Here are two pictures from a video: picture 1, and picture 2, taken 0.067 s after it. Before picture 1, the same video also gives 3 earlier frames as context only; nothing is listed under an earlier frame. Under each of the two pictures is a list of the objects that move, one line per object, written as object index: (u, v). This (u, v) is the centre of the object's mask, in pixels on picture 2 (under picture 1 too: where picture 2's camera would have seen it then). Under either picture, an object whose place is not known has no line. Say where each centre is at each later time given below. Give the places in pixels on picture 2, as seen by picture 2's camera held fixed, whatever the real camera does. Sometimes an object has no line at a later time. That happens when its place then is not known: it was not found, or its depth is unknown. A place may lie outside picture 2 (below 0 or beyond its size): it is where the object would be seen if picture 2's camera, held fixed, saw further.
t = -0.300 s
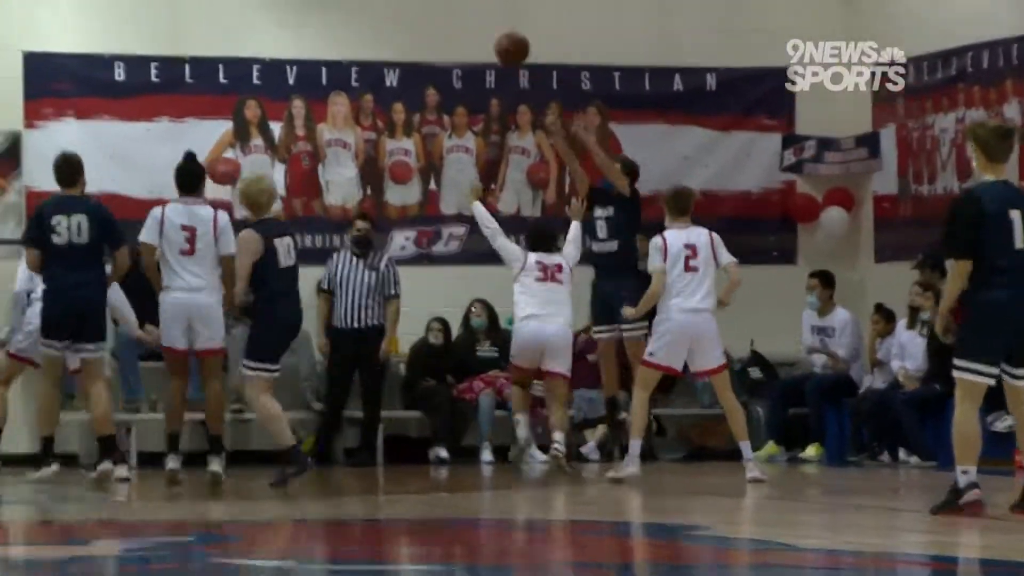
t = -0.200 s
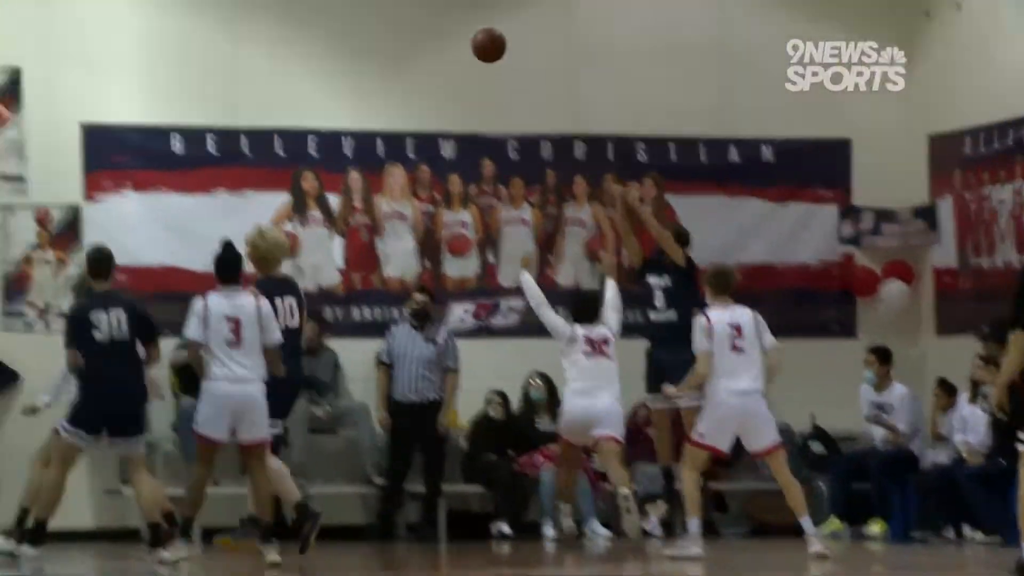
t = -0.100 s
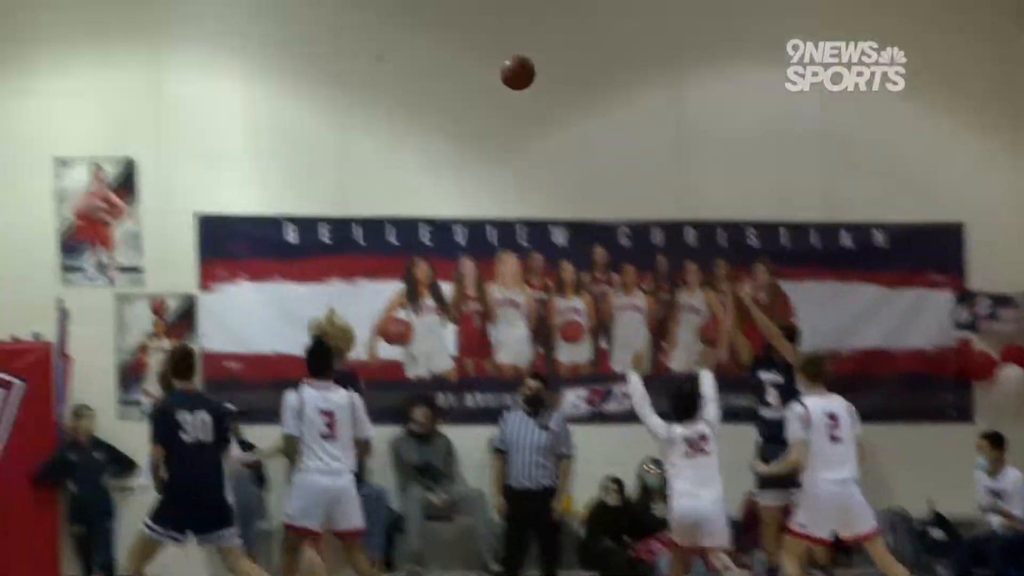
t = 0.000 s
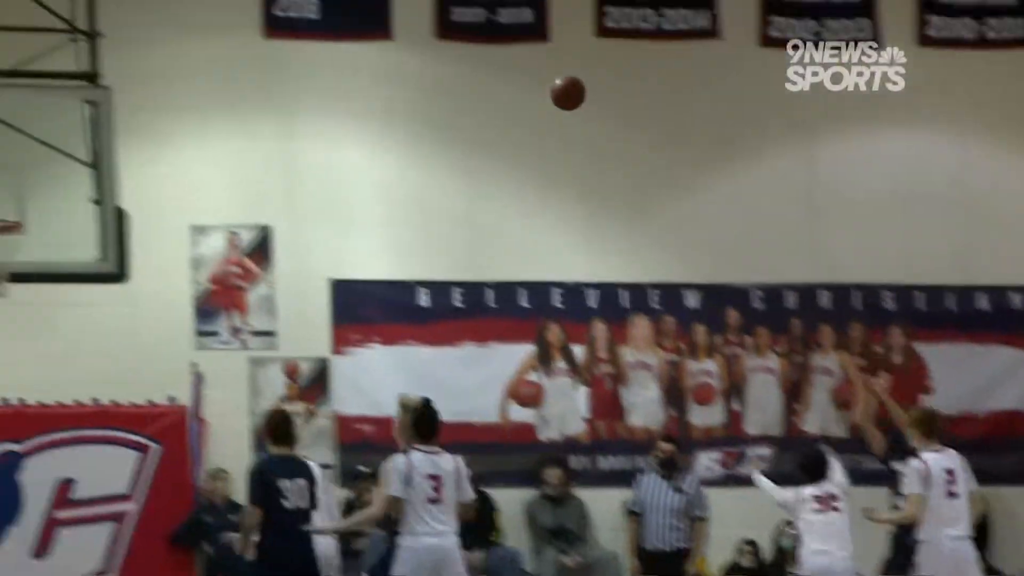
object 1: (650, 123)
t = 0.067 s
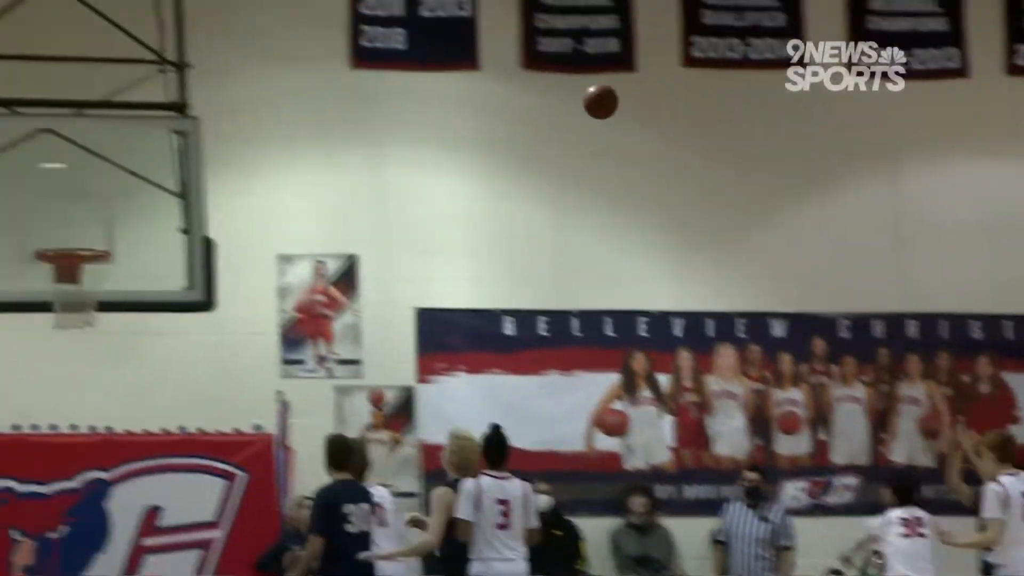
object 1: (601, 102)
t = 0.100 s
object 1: (576, 93)
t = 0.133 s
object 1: (550, 86)
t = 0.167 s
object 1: (525, 80)
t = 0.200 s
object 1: (499, 77)
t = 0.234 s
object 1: (473, 75)
